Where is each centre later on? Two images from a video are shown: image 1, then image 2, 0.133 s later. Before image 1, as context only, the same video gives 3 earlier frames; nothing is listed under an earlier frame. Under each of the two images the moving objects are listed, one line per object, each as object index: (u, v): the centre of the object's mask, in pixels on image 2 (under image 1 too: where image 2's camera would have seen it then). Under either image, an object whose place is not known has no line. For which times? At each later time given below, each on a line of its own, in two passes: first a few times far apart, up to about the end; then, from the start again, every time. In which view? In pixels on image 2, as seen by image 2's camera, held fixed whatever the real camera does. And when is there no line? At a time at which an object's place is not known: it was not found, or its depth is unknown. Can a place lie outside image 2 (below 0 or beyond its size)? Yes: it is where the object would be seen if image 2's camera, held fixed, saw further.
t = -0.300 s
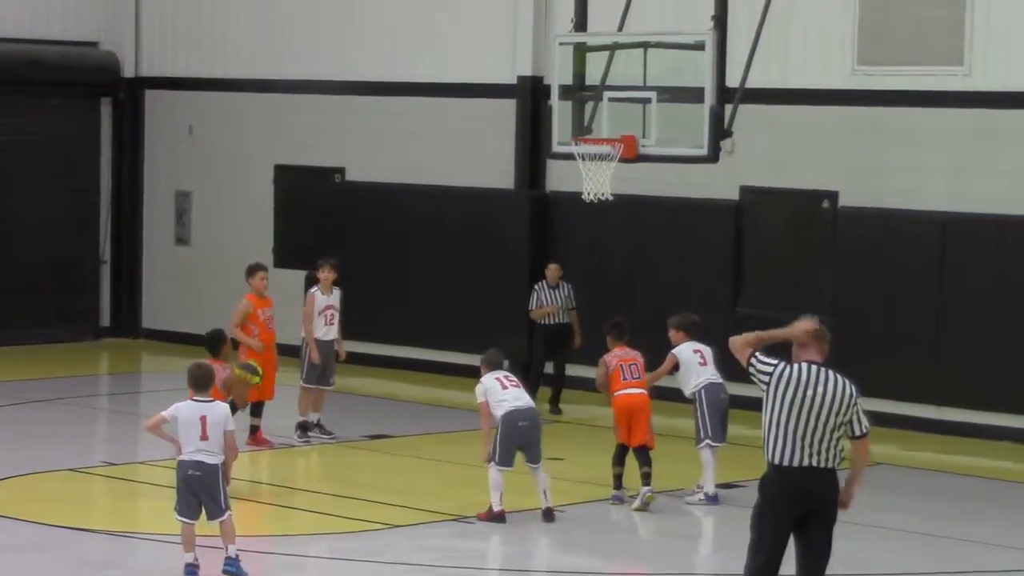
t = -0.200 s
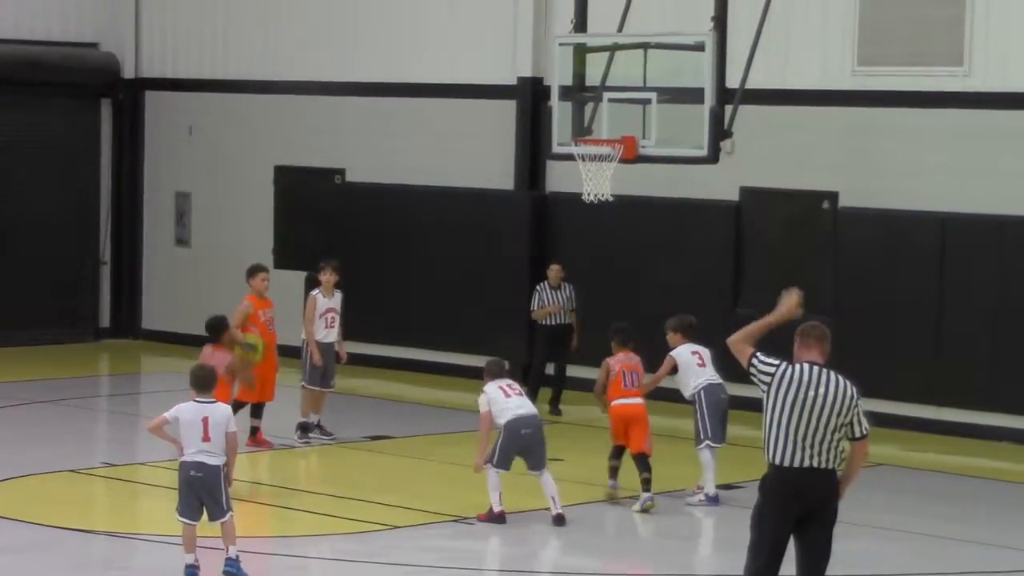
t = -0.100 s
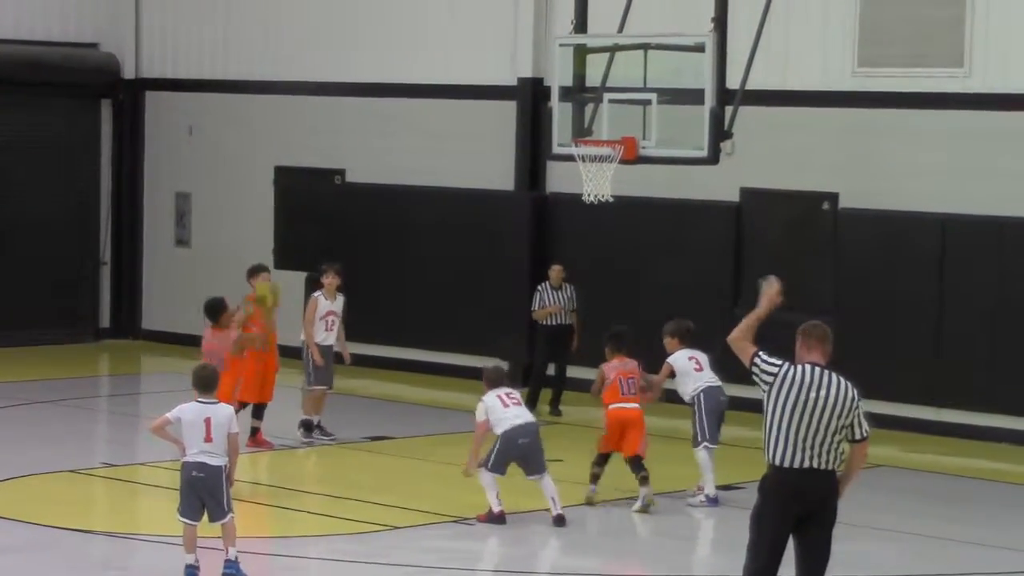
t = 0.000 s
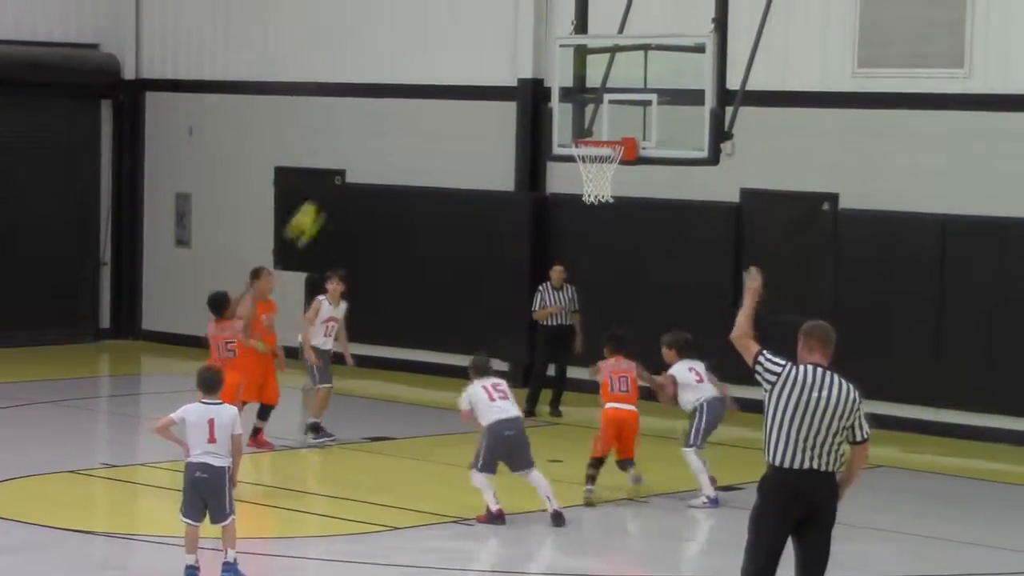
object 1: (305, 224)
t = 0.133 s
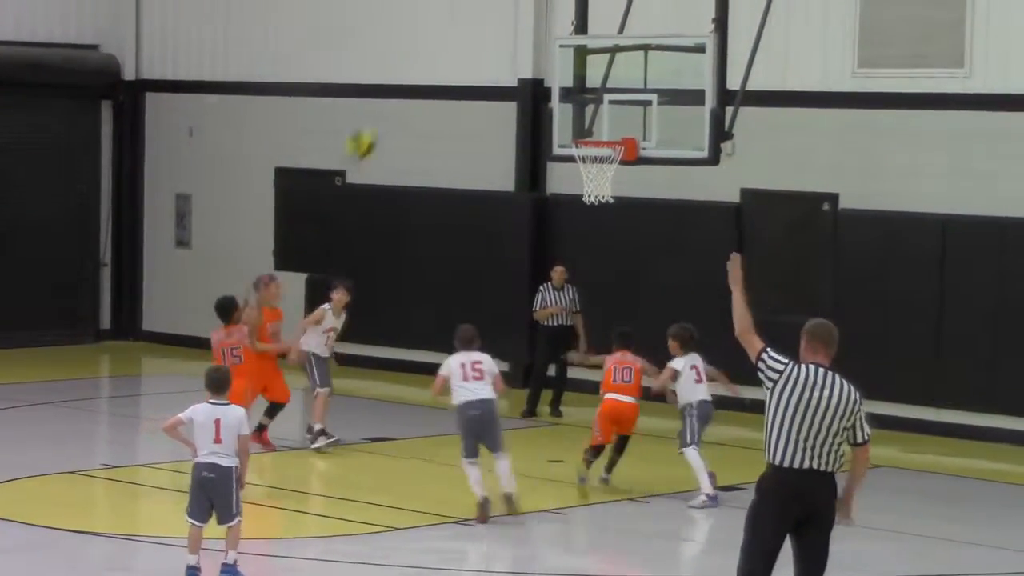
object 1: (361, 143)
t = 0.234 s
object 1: (397, 100)
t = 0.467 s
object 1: (486, 51)
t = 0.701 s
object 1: (565, 67)
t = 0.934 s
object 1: (633, 121)
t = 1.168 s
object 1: (622, 87)
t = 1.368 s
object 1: (601, 107)
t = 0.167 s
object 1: (373, 128)
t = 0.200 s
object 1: (386, 114)
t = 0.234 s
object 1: (397, 100)
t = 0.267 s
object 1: (410, 89)
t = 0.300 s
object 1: (423, 81)
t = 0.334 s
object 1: (438, 72)
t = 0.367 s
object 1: (450, 65)
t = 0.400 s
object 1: (462, 59)
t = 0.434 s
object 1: (474, 55)
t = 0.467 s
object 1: (486, 51)
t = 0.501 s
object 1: (498, 50)
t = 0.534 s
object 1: (509, 50)
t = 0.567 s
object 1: (520, 51)
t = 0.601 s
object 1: (533, 53)
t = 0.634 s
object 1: (542, 57)
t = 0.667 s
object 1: (553, 61)
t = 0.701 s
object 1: (565, 67)
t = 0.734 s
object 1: (576, 76)
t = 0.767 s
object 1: (586, 83)
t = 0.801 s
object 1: (595, 93)
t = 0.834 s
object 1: (606, 102)
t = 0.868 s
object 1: (617, 115)
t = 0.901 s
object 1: (626, 128)
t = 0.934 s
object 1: (633, 121)
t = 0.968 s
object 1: (640, 114)
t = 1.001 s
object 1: (639, 107)
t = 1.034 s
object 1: (636, 101)
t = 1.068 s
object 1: (631, 96)
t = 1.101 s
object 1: (628, 91)
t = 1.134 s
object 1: (626, 88)
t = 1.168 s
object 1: (622, 87)
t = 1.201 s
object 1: (619, 87)
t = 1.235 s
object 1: (615, 89)
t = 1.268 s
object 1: (612, 91)
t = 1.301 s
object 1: (609, 94)
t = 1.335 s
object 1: (603, 100)
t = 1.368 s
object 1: (601, 107)
